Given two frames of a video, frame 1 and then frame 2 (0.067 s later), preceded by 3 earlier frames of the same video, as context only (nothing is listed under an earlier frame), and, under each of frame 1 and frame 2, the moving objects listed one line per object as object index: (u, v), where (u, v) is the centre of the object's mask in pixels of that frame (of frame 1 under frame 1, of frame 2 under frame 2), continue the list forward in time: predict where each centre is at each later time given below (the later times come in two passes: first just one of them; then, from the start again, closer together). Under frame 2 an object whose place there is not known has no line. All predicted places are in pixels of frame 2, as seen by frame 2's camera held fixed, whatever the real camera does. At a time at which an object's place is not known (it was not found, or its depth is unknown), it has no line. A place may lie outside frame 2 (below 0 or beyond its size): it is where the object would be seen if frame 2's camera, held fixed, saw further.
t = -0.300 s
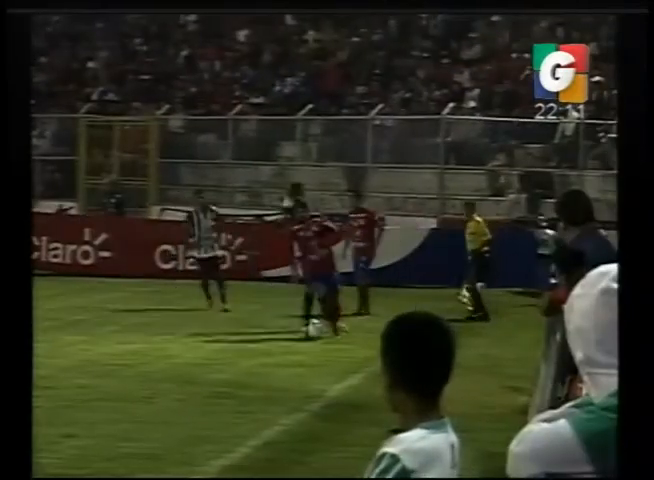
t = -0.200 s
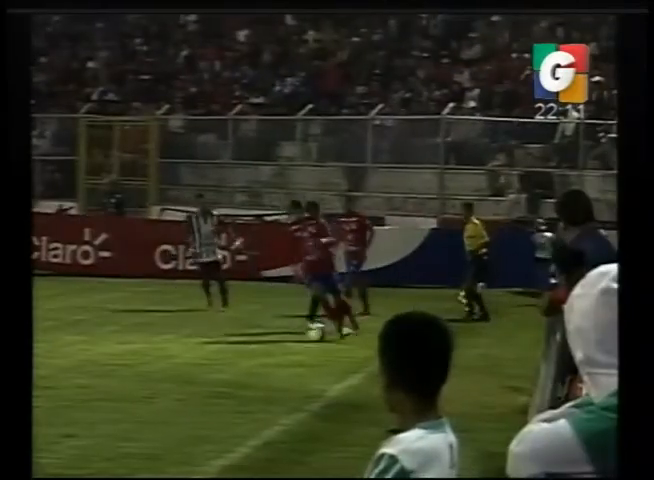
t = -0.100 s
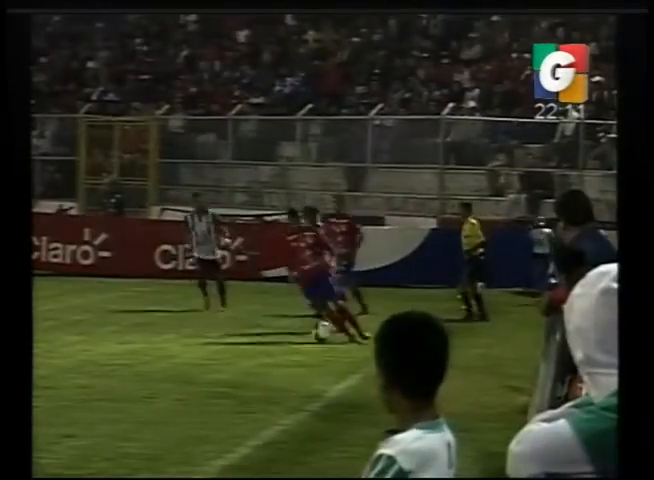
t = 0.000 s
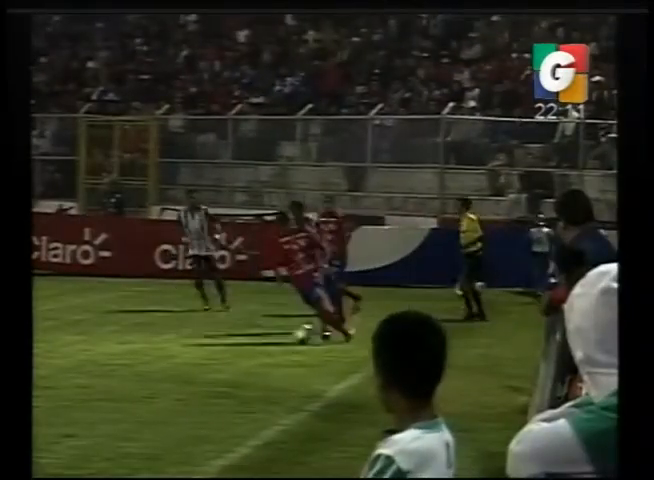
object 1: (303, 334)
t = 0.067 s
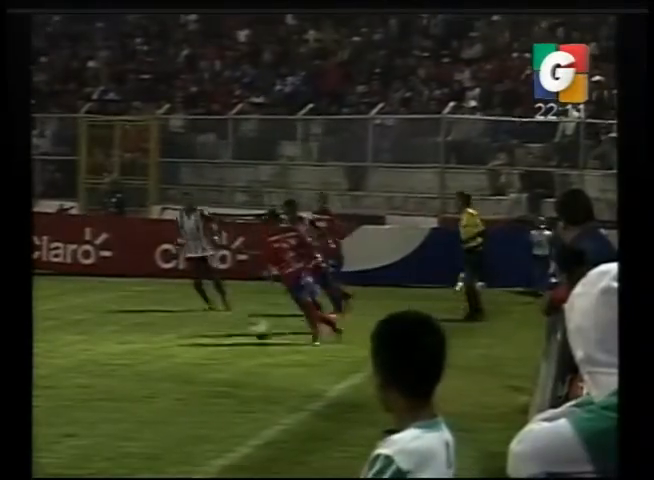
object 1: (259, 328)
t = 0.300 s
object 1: (107, 327)
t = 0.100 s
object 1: (238, 326)
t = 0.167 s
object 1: (194, 328)
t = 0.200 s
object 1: (169, 330)
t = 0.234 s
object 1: (148, 333)
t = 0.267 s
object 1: (127, 330)
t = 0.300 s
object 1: (107, 327)
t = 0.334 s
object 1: (87, 325)
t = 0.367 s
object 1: (67, 325)
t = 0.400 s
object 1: (45, 325)
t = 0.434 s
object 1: (24, 328)
